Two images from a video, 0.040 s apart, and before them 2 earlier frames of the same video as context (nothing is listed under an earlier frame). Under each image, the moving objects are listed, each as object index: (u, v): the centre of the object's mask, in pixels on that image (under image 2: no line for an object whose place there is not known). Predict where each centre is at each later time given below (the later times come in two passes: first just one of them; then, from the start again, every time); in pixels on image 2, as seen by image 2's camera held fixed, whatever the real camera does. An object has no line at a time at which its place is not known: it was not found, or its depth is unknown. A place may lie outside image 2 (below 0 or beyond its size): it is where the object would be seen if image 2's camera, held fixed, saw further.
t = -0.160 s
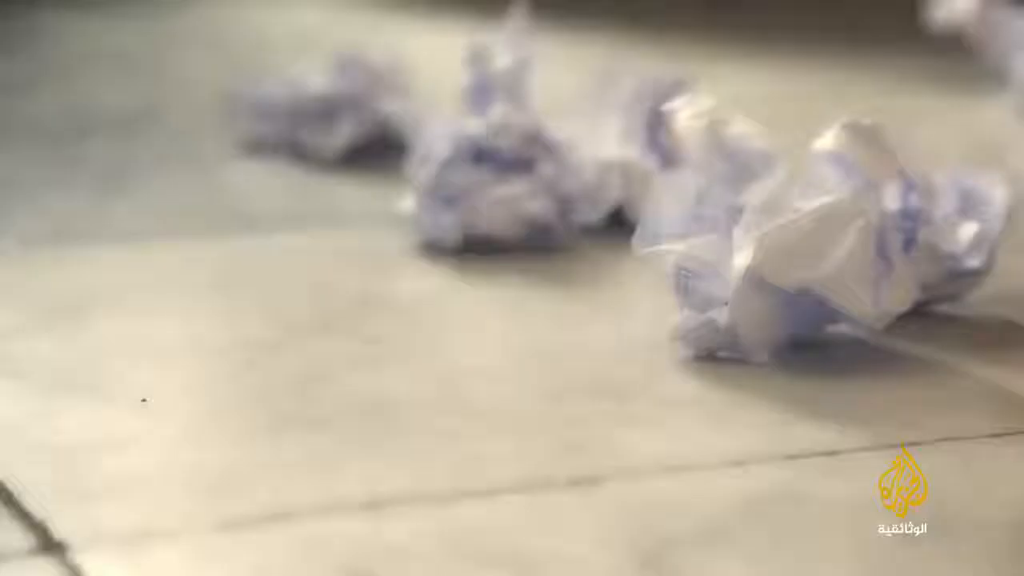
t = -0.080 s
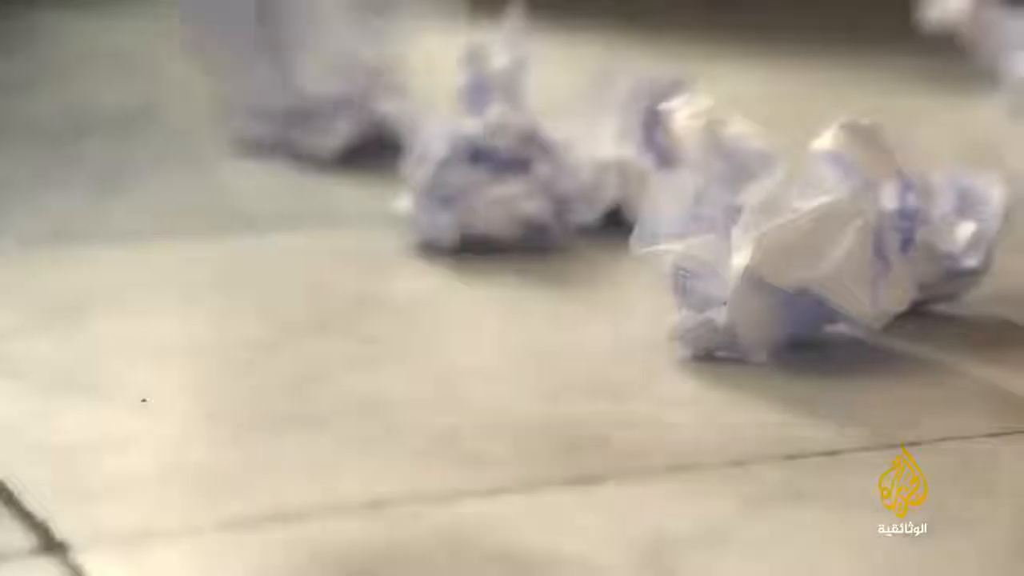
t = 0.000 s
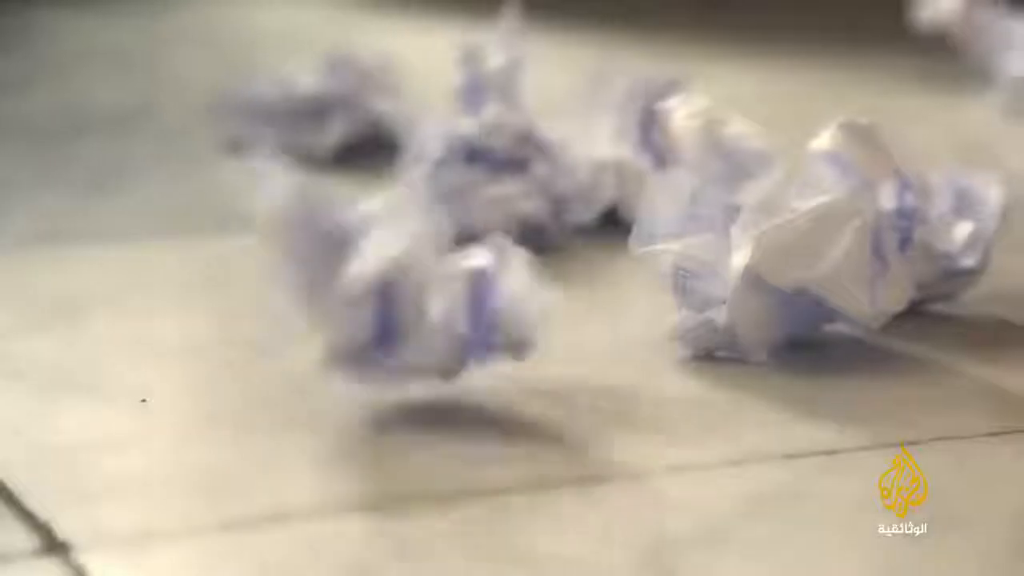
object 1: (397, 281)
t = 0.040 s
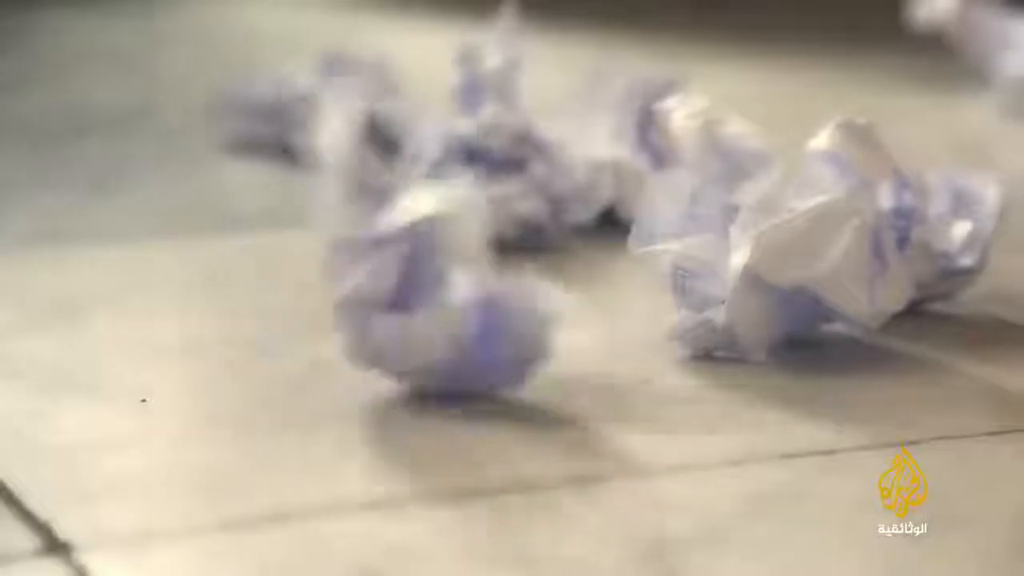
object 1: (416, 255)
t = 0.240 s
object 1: (450, 242)
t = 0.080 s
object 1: (438, 251)
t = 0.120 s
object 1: (447, 242)
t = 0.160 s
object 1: (452, 238)
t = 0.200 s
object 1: (451, 241)
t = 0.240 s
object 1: (450, 242)
